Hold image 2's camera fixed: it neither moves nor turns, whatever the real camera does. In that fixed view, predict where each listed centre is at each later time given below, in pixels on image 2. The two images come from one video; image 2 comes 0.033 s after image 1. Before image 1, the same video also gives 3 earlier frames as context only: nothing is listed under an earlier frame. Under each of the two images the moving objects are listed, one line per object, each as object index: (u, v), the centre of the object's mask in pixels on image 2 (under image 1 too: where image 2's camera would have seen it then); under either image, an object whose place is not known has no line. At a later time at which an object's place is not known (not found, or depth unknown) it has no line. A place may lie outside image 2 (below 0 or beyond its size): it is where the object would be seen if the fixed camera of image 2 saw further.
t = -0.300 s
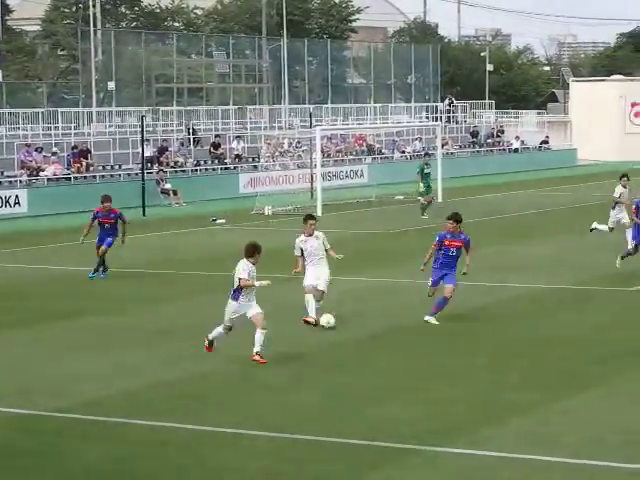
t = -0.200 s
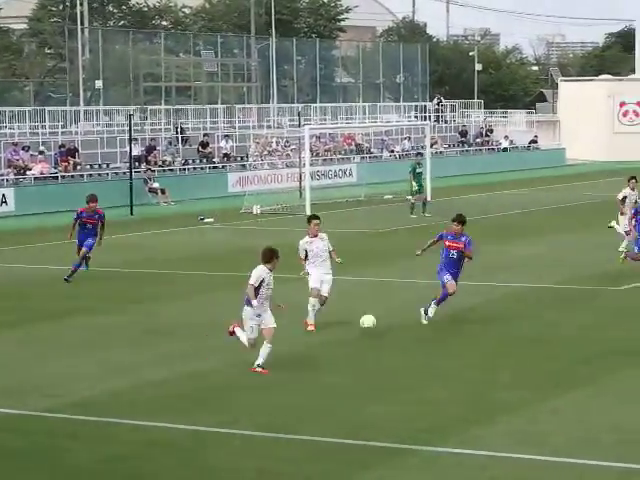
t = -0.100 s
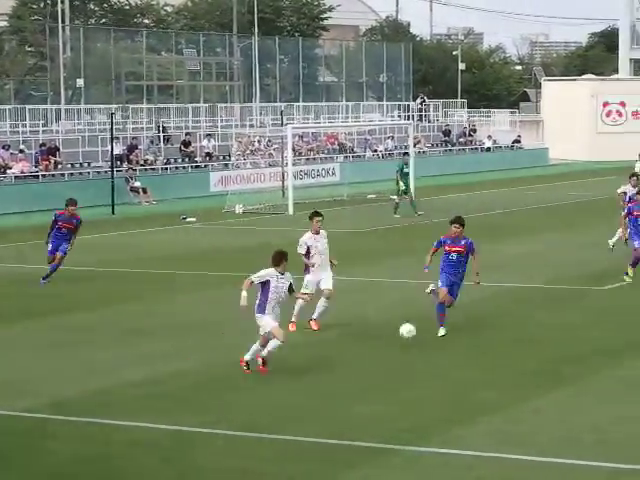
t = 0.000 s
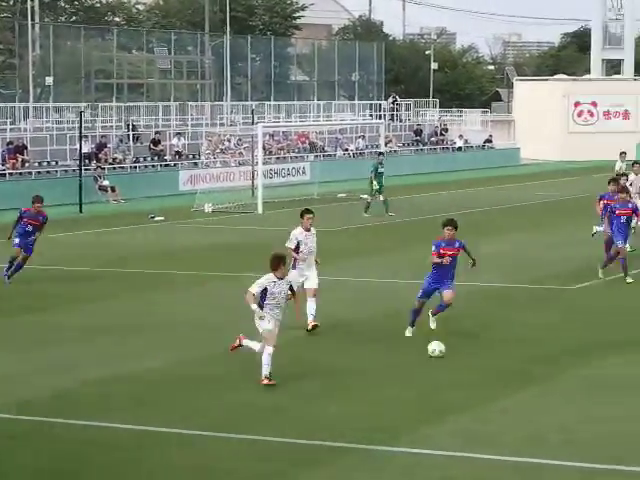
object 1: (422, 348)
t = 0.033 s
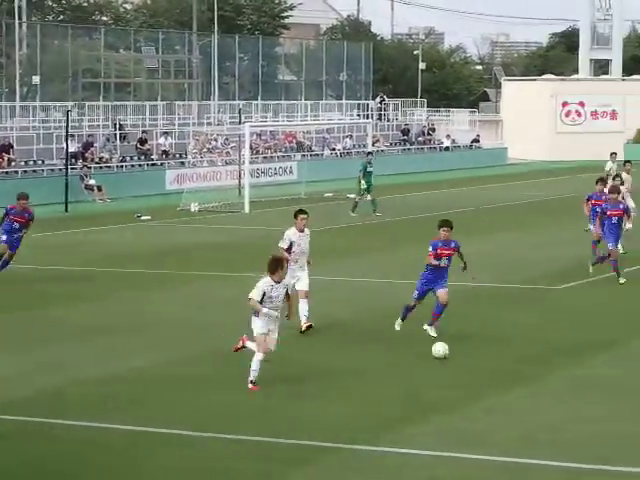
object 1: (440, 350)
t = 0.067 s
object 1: (455, 350)
